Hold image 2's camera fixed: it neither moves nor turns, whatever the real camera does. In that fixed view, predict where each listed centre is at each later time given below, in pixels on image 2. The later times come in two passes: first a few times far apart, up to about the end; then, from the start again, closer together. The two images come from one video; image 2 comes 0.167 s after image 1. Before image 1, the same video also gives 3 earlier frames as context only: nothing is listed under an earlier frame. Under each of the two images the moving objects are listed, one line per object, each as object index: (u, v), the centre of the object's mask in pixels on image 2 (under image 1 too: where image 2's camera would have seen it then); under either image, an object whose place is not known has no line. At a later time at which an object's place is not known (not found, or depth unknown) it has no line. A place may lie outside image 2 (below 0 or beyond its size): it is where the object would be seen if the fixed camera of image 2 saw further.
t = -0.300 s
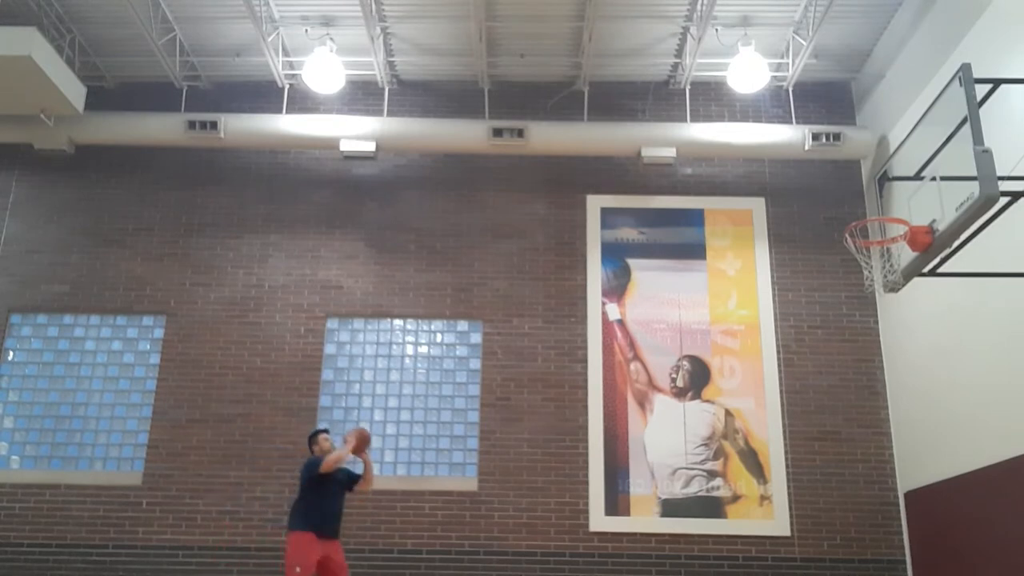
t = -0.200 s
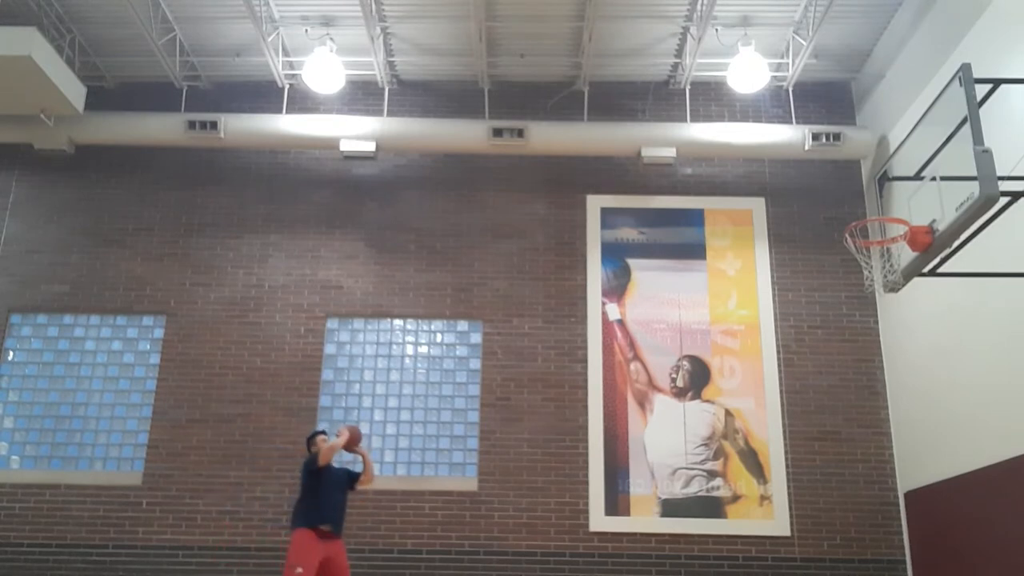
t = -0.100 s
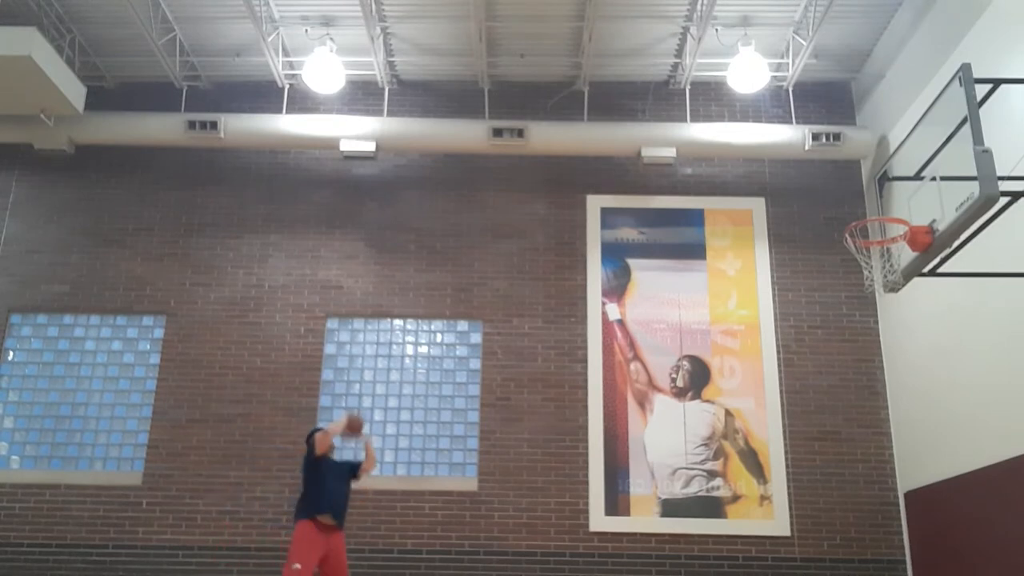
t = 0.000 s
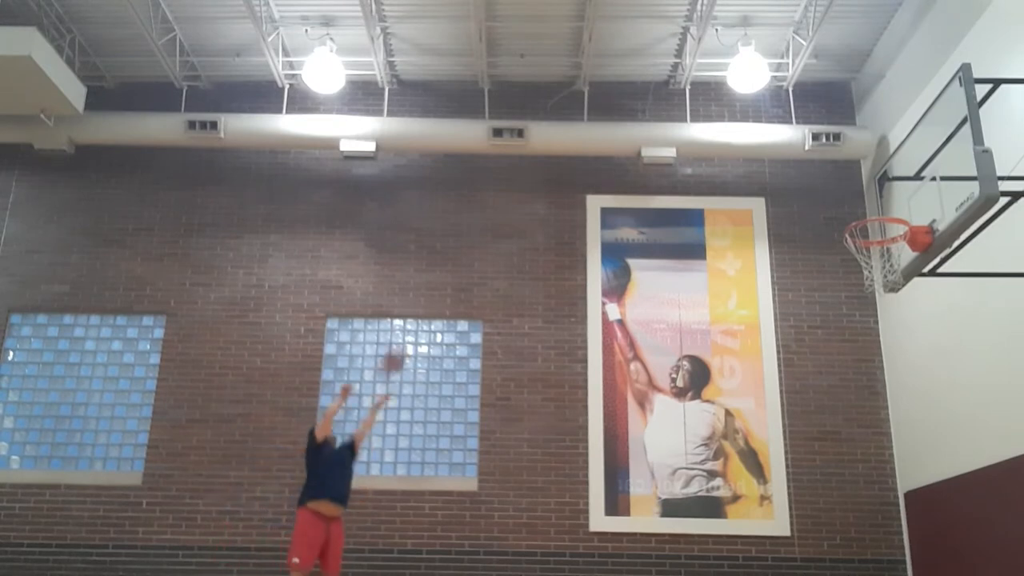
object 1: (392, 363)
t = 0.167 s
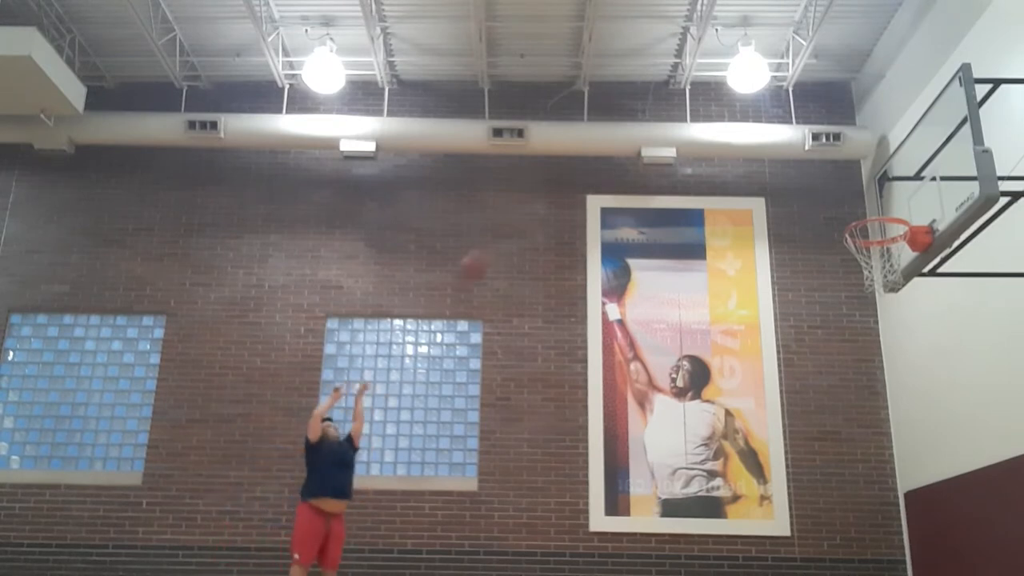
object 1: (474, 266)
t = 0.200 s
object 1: (490, 252)
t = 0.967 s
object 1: (898, 181)
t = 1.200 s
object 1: (875, 208)
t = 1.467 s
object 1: (892, 209)
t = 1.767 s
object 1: (867, 254)
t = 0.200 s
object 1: (490, 252)
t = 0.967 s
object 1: (898, 181)
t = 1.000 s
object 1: (893, 190)
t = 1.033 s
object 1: (882, 199)
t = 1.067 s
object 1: (871, 206)
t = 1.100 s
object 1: (859, 213)
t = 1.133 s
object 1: (861, 215)
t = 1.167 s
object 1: (868, 210)
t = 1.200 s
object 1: (875, 208)
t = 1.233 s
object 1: (884, 207)
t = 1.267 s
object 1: (892, 207)
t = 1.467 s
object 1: (892, 209)
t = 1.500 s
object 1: (886, 209)
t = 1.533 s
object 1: (882, 214)
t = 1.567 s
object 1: (874, 211)
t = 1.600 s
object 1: (871, 227)
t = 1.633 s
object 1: (870, 235)
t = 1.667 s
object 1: (865, 240)
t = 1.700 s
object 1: (863, 243)
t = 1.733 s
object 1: (866, 249)
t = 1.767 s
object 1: (867, 254)
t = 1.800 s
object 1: (869, 261)
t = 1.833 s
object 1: (870, 270)
